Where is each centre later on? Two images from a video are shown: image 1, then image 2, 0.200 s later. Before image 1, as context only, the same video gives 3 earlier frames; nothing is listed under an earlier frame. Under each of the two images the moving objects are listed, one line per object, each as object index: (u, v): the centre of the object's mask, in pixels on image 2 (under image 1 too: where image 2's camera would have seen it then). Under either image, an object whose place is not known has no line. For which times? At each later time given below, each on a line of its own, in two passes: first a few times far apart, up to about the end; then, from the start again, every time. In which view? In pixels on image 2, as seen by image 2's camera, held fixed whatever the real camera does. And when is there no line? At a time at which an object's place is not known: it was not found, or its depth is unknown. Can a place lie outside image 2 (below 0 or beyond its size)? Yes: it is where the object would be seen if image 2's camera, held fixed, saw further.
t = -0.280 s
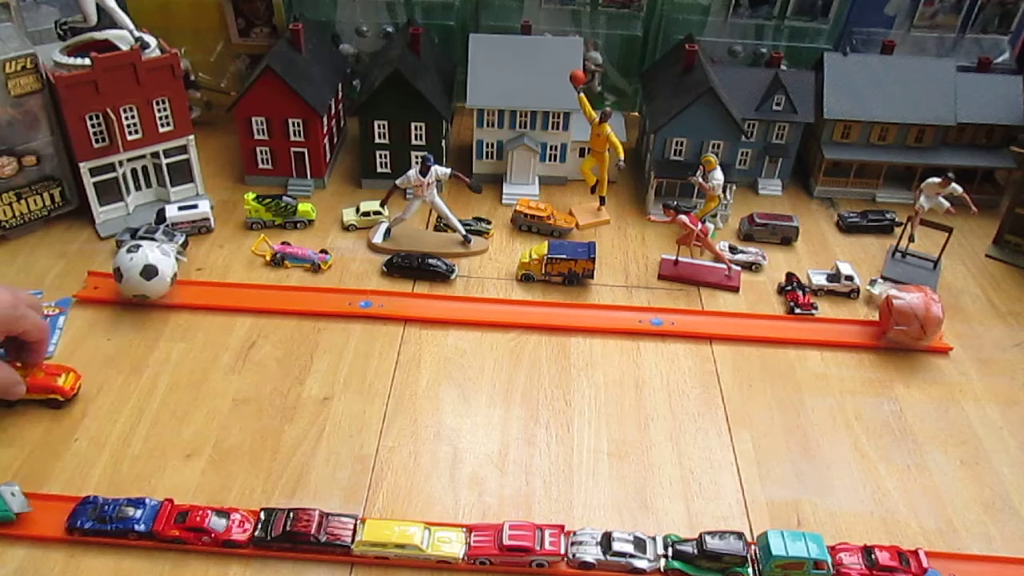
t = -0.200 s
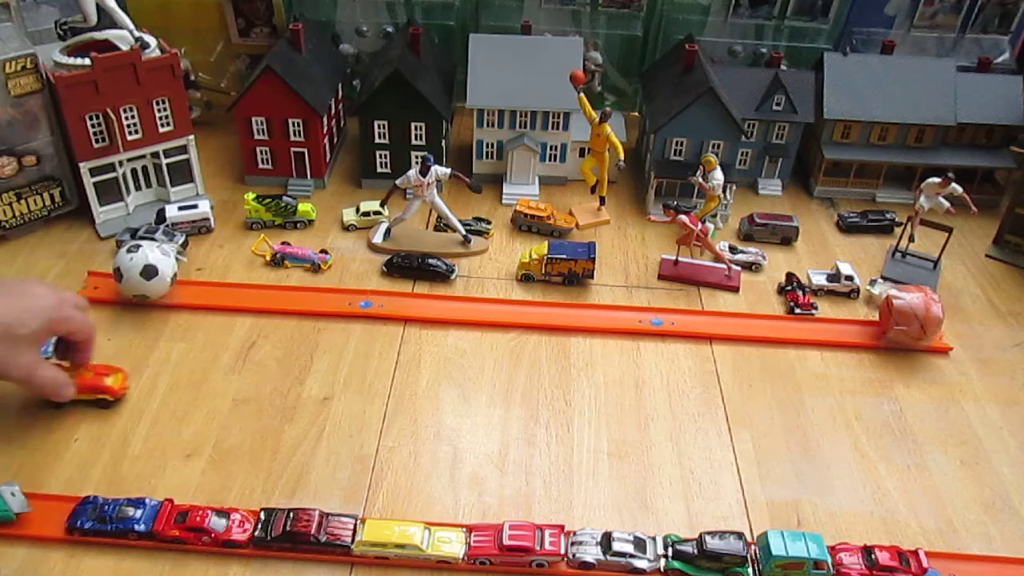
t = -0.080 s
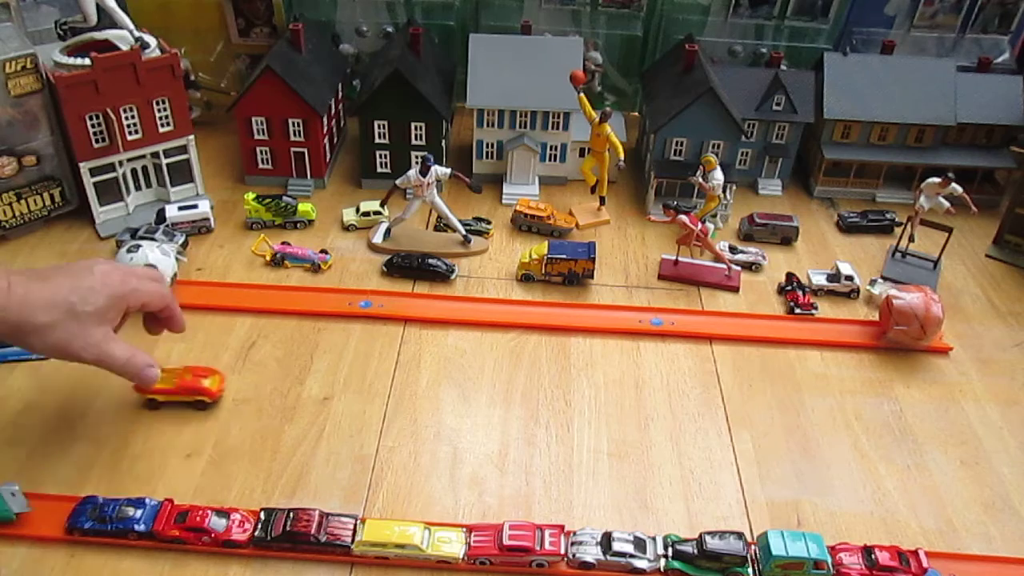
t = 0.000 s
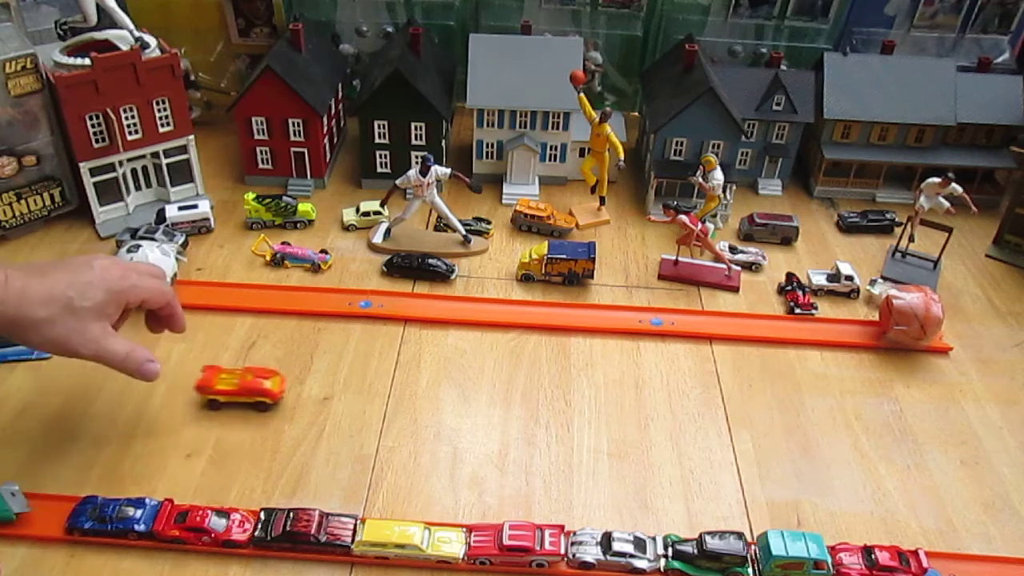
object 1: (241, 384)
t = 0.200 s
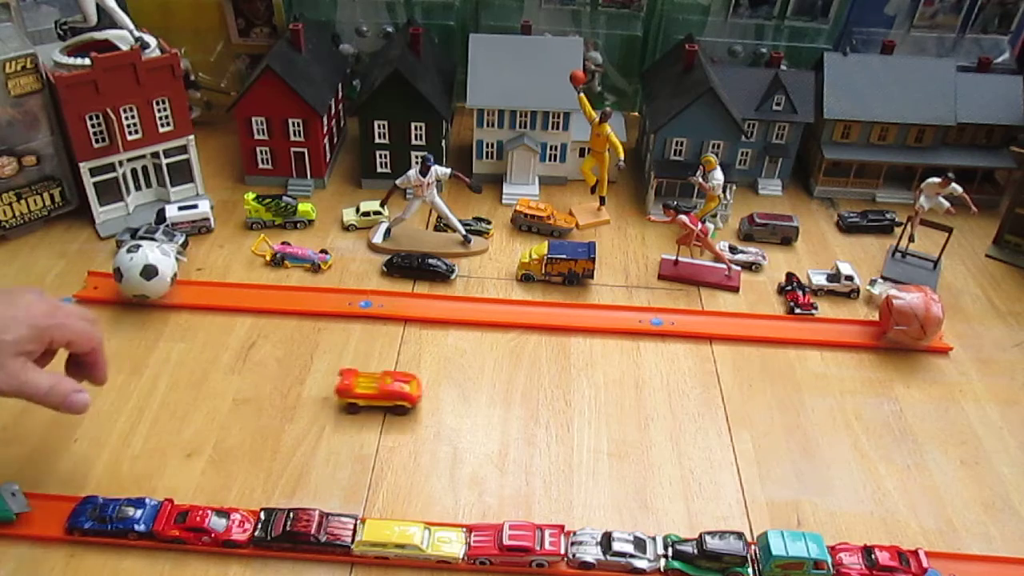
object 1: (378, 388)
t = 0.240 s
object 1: (404, 389)
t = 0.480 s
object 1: (541, 394)
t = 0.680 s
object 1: (635, 397)
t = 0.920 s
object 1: (723, 401)
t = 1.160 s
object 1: (780, 403)
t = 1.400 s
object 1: (808, 404)
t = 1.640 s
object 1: (811, 405)
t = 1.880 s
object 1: (803, 404)
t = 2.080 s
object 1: (799, 404)
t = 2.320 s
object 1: (799, 404)
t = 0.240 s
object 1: (404, 389)
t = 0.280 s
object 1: (429, 390)
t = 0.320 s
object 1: (452, 390)
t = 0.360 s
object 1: (475, 391)
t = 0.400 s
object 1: (498, 392)
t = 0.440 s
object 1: (520, 392)
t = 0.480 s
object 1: (541, 394)
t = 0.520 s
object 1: (561, 394)
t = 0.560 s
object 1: (581, 395)
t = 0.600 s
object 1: (599, 396)
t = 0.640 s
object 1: (617, 396)
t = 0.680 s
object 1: (635, 397)
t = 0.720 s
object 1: (651, 398)
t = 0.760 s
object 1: (667, 398)
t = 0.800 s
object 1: (682, 399)
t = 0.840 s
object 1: (697, 400)
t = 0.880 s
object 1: (710, 400)
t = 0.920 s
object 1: (723, 401)
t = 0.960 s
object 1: (735, 402)
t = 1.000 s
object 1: (746, 402)
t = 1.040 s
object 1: (756, 403)
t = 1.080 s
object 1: (764, 402)
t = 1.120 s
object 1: (773, 403)
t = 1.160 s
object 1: (780, 403)
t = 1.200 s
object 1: (786, 404)
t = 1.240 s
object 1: (792, 404)
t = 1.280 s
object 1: (796, 404)
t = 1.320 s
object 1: (801, 404)
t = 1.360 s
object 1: (804, 404)
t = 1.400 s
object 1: (808, 404)
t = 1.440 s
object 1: (810, 405)
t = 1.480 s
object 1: (811, 405)
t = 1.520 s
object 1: (812, 405)
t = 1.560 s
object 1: (812, 405)
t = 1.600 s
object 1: (811, 404)
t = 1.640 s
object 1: (811, 405)
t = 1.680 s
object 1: (810, 404)
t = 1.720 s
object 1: (808, 405)
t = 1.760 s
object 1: (807, 404)
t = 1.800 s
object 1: (806, 404)
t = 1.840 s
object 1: (804, 404)
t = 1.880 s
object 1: (803, 404)
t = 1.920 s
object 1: (802, 404)
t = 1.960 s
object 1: (801, 404)
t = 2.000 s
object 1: (800, 404)
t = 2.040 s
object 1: (799, 404)
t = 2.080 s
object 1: (799, 404)
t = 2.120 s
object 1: (799, 404)
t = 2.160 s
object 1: (799, 404)
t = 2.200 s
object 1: (800, 404)
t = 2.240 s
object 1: (800, 404)
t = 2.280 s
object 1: (799, 404)
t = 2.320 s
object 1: (799, 404)
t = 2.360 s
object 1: (799, 404)
